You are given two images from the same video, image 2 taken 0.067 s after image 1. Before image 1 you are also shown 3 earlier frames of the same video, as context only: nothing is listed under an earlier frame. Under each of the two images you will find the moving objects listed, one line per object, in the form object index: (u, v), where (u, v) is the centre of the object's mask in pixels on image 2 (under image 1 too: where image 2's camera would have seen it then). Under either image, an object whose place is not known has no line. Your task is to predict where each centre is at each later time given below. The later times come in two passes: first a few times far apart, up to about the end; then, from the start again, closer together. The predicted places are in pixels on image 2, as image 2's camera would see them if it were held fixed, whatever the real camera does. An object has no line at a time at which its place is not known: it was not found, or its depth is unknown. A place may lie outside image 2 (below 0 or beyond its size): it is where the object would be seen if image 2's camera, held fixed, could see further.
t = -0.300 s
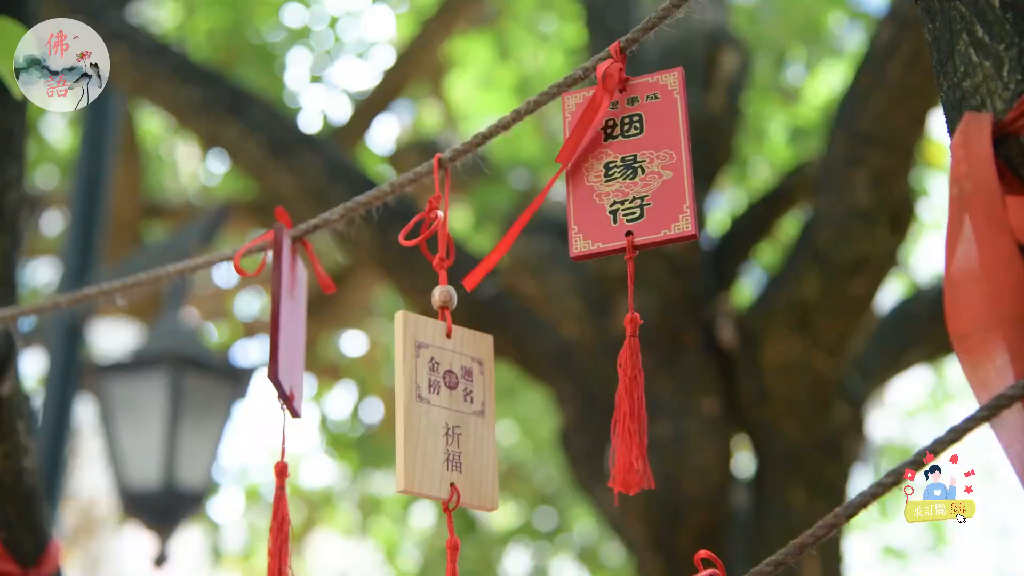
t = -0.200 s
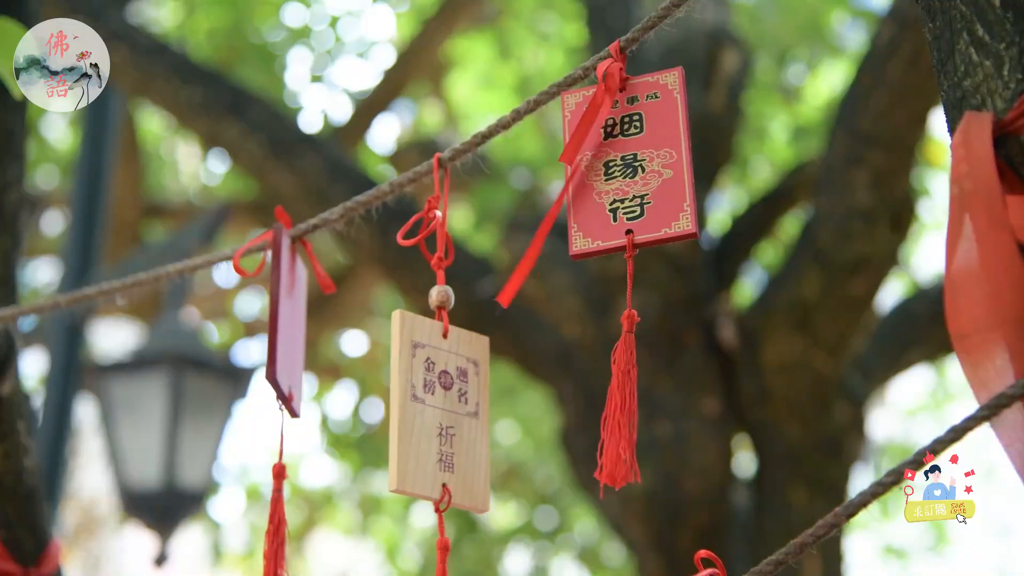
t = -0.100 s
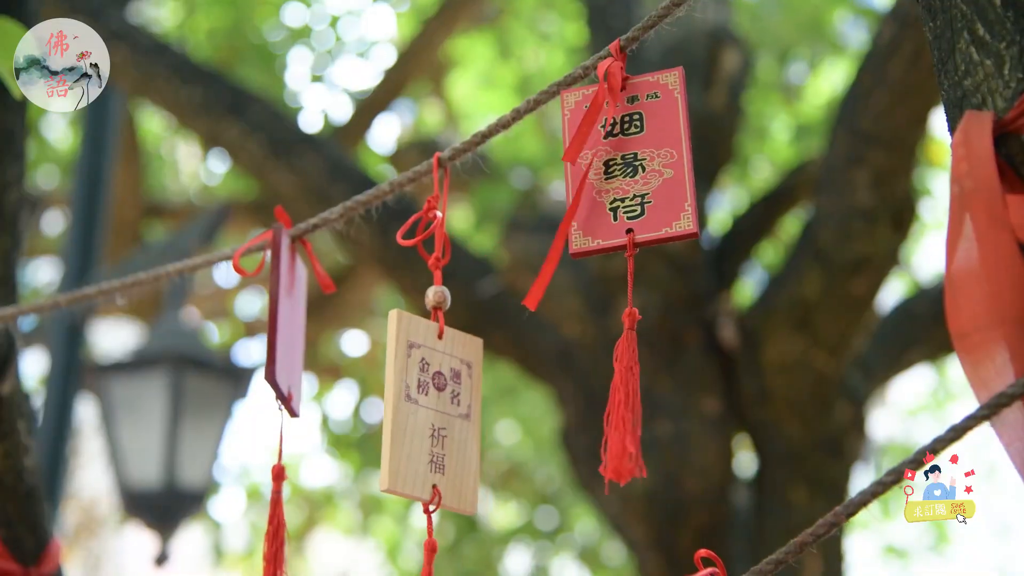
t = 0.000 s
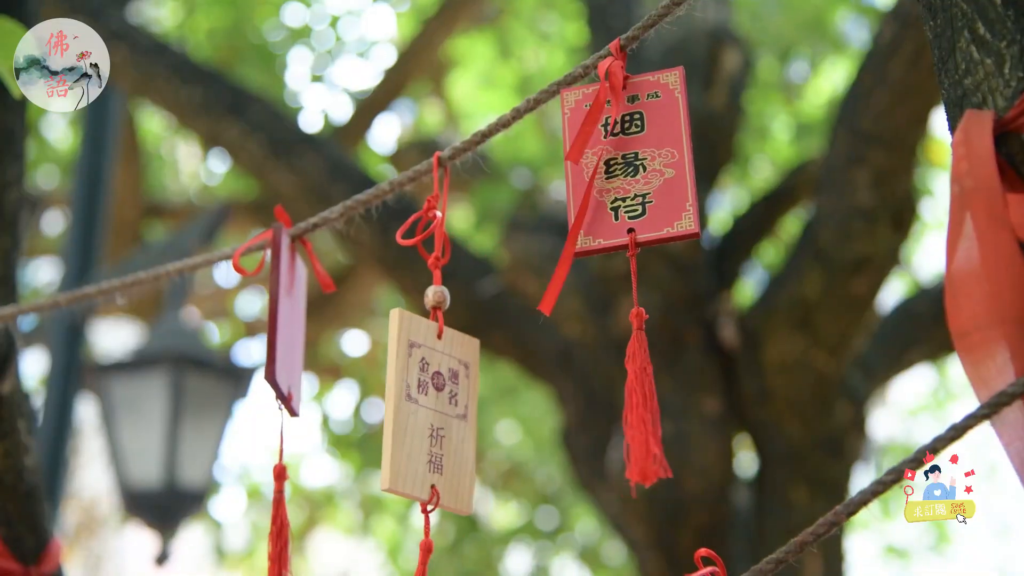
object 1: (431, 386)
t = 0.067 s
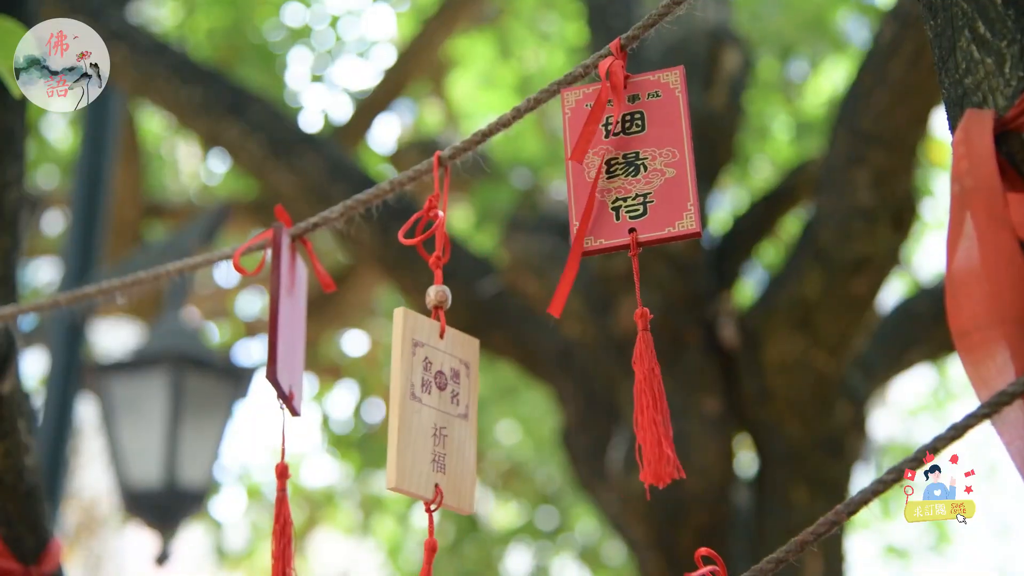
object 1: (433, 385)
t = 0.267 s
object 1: (447, 382)
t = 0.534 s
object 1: (443, 379)
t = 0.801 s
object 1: (436, 384)
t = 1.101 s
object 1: (442, 386)
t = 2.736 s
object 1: (435, 388)
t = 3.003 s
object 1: (429, 387)
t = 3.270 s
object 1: (444, 380)
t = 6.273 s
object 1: (442, 377)
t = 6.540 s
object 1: (441, 375)
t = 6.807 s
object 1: (440, 378)
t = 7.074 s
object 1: (440, 382)
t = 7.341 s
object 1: (442, 382)
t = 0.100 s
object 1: (434, 384)
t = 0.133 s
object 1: (437, 384)
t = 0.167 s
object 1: (439, 383)
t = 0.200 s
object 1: (442, 382)
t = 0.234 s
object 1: (444, 381)
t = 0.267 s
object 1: (447, 382)
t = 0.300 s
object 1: (449, 380)
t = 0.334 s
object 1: (450, 379)
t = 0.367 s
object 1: (450, 378)
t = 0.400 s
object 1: (450, 378)
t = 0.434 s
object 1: (449, 378)
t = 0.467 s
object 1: (447, 378)
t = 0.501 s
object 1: (445, 378)
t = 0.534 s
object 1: (443, 379)
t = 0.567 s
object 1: (441, 380)
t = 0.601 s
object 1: (439, 380)
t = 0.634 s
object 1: (437, 381)
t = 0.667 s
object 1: (436, 382)
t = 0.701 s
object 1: (435, 382)
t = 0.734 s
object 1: (435, 383)
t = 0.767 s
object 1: (435, 384)
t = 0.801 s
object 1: (436, 384)
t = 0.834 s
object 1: (437, 384)
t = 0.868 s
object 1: (439, 384)
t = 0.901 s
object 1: (440, 385)
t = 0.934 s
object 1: (441, 384)
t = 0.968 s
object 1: (442, 384)
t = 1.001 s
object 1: (442, 385)
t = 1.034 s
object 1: (442, 385)
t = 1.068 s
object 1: (442, 385)
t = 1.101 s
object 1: (442, 386)
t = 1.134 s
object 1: (442, 385)
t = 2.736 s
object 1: (435, 388)
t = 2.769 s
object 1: (432, 389)
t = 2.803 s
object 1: (431, 389)
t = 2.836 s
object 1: (429, 389)
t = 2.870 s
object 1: (428, 388)
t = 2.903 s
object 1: (427, 388)
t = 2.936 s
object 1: (427, 388)
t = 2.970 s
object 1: (428, 388)
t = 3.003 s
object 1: (429, 387)
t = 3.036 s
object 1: (431, 386)
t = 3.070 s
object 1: (433, 385)
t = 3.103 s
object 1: (435, 384)
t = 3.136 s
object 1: (437, 383)
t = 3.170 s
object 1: (439, 382)
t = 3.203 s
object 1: (441, 382)
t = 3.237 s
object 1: (443, 381)
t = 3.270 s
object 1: (444, 380)
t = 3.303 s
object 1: (445, 380)
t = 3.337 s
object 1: (445, 380)
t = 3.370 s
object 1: (445, 380)
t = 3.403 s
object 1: (444, 380)
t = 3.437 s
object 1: (444, 381)
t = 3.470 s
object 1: (442, 381)
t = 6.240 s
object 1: (443, 378)
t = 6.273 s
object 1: (442, 377)
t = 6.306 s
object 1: (442, 376)
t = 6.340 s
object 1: (442, 376)
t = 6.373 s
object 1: (442, 377)
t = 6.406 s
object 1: (442, 376)
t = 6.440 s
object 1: (442, 376)
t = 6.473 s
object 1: (441, 376)
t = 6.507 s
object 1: (441, 376)
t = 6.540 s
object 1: (441, 375)
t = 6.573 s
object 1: (441, 375)
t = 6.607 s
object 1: (441, 375)
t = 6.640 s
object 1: (441, 375)
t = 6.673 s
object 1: (441, 376)
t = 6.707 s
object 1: (441, 376)
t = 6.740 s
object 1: (440, 377)
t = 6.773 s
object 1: (440, 377)
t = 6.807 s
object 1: (440, 378)
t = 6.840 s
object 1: (440, 379)
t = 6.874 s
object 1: (439, 380)
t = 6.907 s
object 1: (439, 380)
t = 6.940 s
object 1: (439, 381)
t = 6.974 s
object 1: (439, 381)
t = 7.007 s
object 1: (439, 382)
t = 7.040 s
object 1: (439, 382)
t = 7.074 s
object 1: (440, 382)
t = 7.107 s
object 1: (440, 383)
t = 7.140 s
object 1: (441, 383)
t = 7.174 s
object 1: (441, 383)
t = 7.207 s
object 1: (441, 383)
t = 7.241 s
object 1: (442, 383)
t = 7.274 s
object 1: (442, 383)
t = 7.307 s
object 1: (442, 382)
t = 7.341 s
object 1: (442, 382)
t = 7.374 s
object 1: (442, 382)
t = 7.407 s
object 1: (442, 381)
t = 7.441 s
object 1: (441, 381)
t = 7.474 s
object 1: (441, 381)
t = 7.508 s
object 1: (440, 381)
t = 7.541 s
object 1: (440, 381)
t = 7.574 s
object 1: (439, 380)
